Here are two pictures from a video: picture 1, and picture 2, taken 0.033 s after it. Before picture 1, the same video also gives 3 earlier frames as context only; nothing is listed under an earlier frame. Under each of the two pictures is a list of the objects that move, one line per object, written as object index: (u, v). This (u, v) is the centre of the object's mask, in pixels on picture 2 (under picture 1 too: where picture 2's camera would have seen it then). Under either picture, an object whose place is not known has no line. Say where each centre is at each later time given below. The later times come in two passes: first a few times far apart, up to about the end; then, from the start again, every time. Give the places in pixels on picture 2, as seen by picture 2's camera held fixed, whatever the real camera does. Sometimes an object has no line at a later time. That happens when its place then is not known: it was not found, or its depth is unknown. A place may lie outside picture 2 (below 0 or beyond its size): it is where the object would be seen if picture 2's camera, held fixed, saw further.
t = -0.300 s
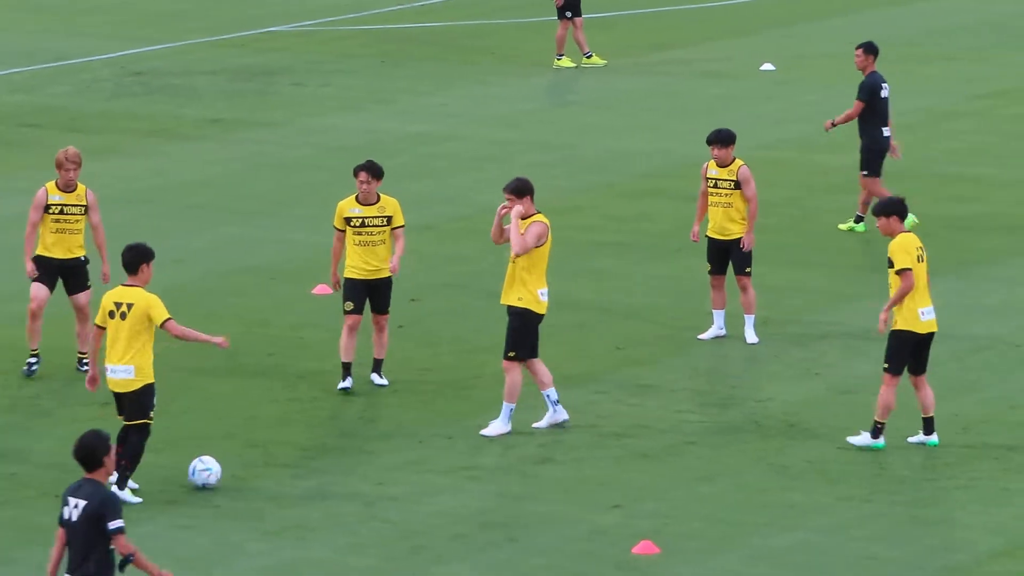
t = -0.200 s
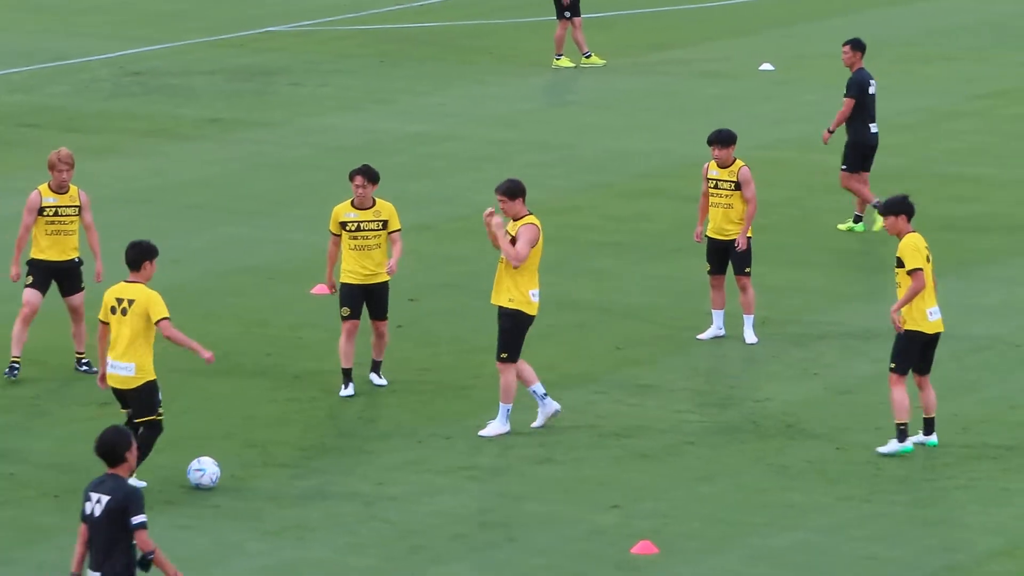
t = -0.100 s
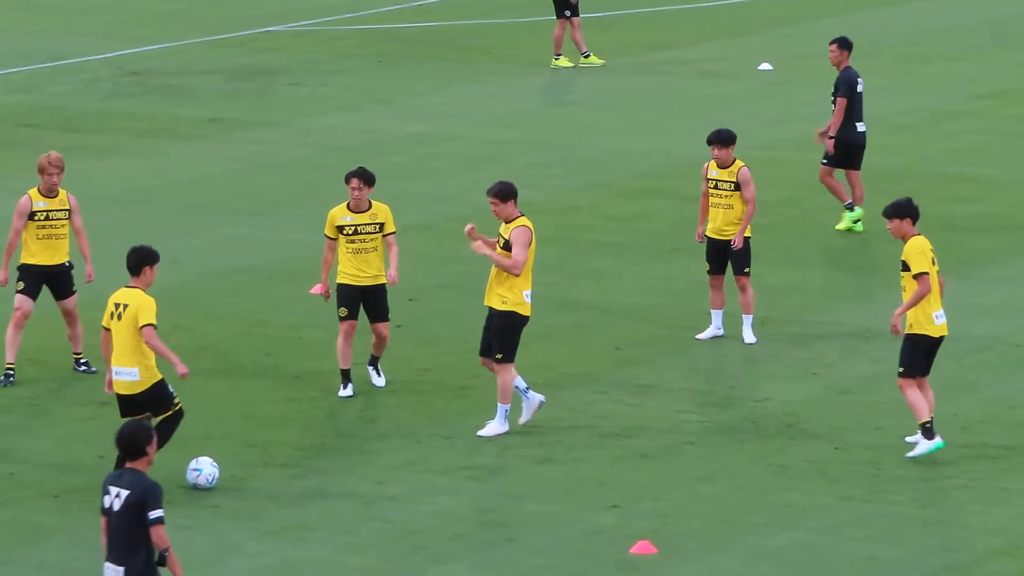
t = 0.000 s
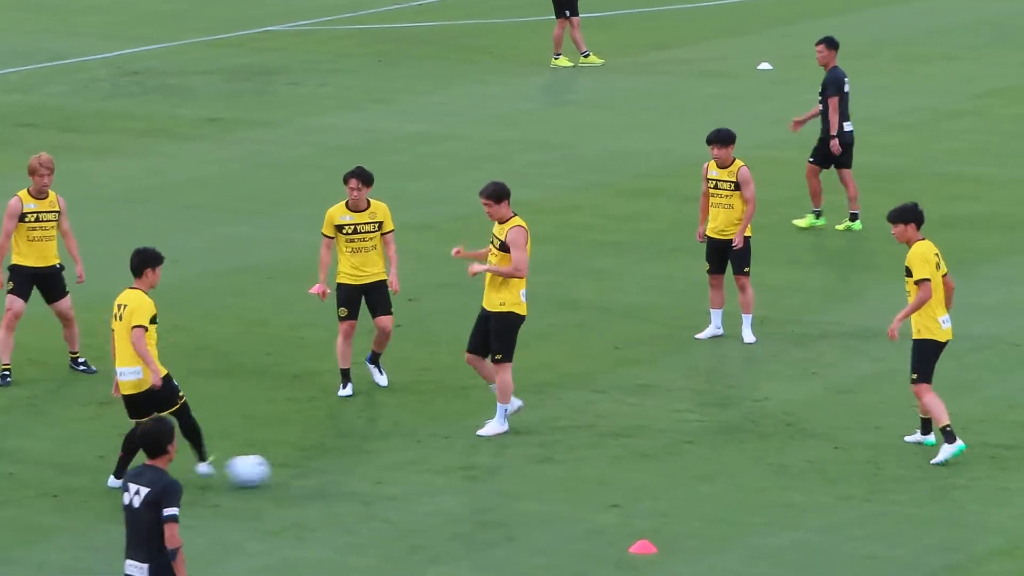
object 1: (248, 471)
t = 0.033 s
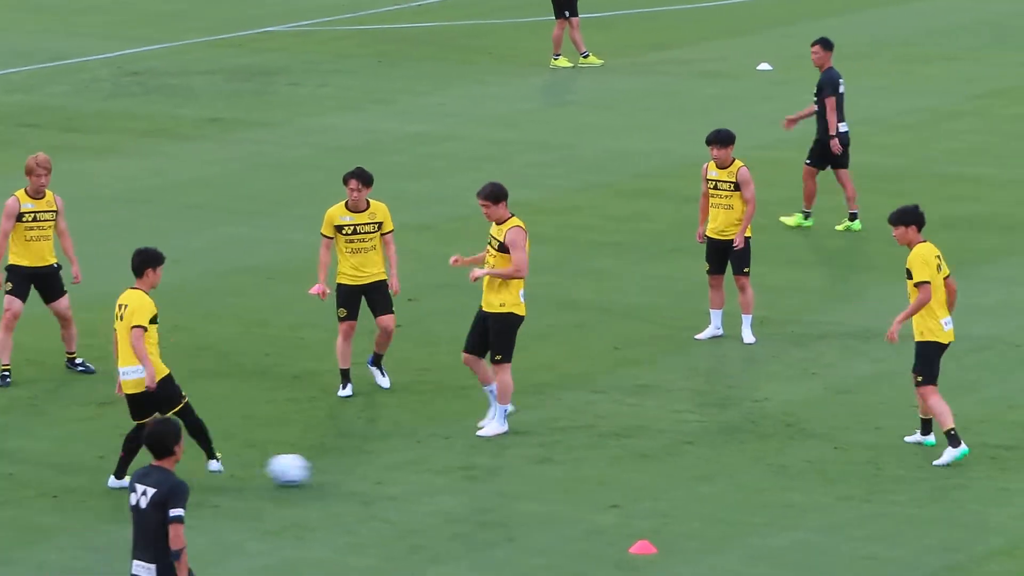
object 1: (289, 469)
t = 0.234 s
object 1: (516, 466)
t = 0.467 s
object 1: (735, 456)
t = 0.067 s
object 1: (330, 468)
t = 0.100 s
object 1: (368, 469)
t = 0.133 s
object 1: (406, 467)
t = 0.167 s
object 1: (443, 466)
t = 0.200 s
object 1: (481, 466)
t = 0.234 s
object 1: (516, 466)
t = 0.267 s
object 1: (550, 464)
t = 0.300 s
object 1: (583, 461)
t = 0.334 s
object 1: (615, 459)
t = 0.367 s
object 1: (648, 460)
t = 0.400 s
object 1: (680, 461)
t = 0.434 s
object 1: (710, 460)
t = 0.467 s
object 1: (735, 456)
